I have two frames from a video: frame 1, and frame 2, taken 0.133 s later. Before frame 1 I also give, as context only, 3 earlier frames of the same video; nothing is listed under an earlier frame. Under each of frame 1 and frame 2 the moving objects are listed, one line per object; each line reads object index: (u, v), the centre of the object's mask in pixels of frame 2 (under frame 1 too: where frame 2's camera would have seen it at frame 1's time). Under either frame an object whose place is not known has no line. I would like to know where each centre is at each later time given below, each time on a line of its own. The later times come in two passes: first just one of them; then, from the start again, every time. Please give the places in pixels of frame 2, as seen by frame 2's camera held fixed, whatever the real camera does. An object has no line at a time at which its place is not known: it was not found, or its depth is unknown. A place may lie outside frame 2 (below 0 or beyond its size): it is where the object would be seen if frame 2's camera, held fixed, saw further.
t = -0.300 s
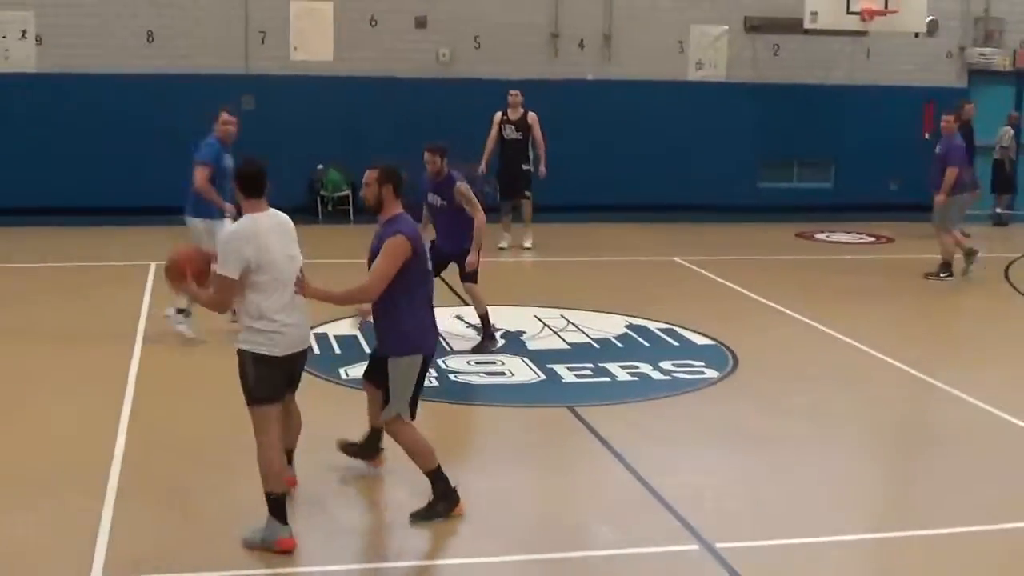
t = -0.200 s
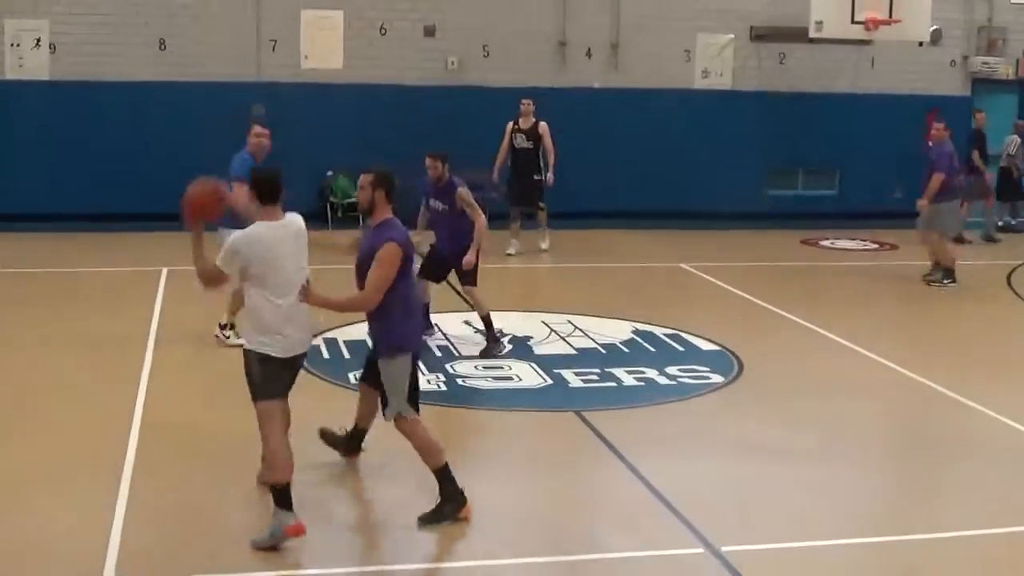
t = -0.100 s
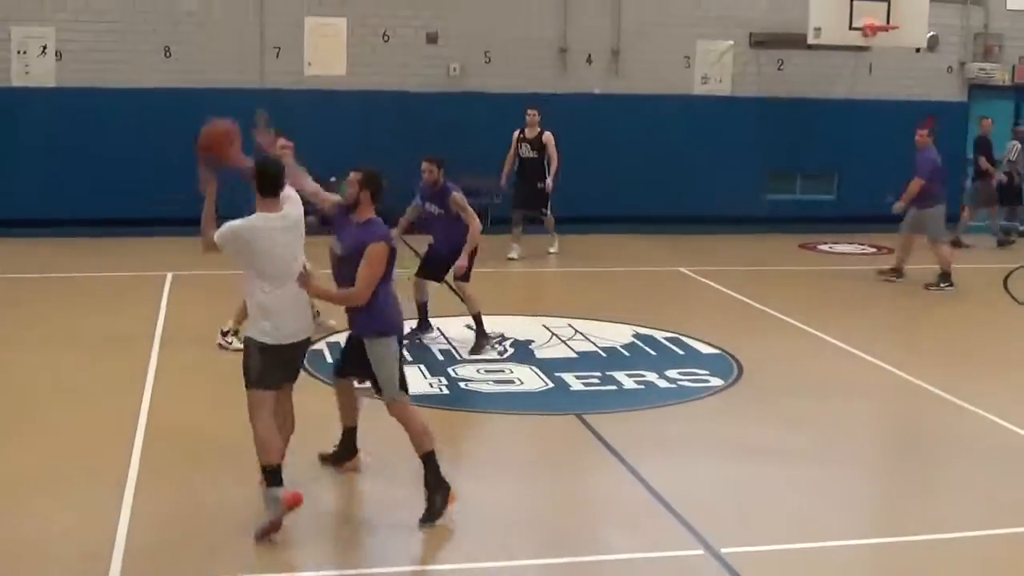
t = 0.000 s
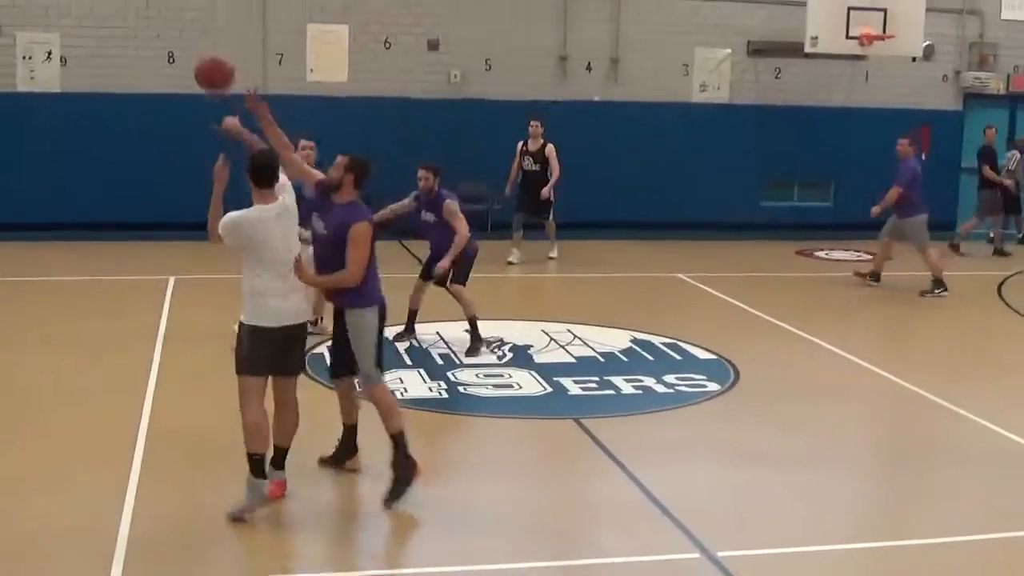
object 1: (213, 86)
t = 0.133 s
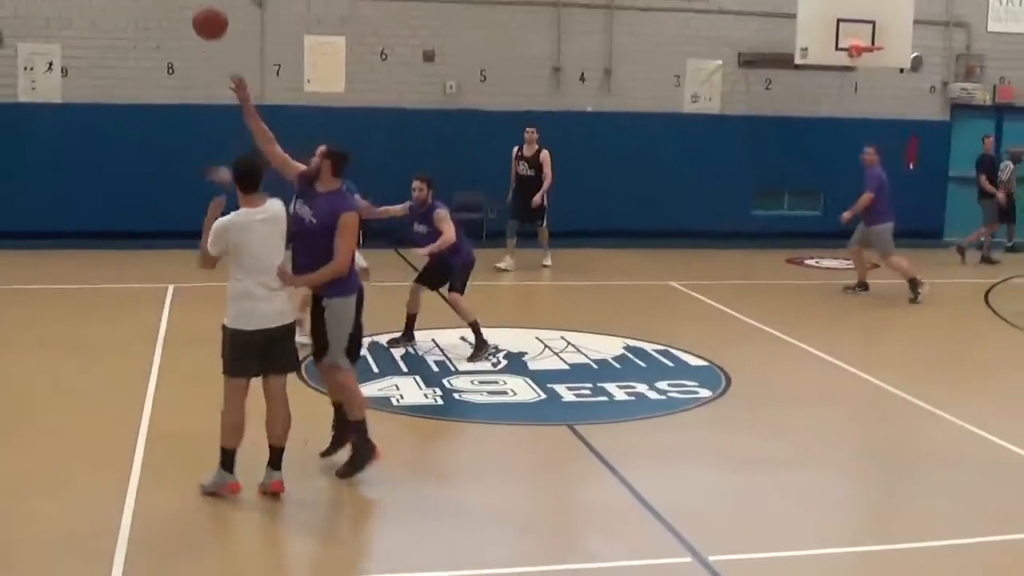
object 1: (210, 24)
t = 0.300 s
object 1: (209, -6)
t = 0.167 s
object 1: (210, 13)
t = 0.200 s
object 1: (209, 7)
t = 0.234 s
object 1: (209, 2)
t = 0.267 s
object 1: (209, -2)
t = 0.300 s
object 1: (209, -6)
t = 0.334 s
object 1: (208, -8)
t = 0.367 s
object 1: (207, -7)
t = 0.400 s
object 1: (206, -4)
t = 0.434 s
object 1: (205, 1)
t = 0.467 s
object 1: (205, 6)
